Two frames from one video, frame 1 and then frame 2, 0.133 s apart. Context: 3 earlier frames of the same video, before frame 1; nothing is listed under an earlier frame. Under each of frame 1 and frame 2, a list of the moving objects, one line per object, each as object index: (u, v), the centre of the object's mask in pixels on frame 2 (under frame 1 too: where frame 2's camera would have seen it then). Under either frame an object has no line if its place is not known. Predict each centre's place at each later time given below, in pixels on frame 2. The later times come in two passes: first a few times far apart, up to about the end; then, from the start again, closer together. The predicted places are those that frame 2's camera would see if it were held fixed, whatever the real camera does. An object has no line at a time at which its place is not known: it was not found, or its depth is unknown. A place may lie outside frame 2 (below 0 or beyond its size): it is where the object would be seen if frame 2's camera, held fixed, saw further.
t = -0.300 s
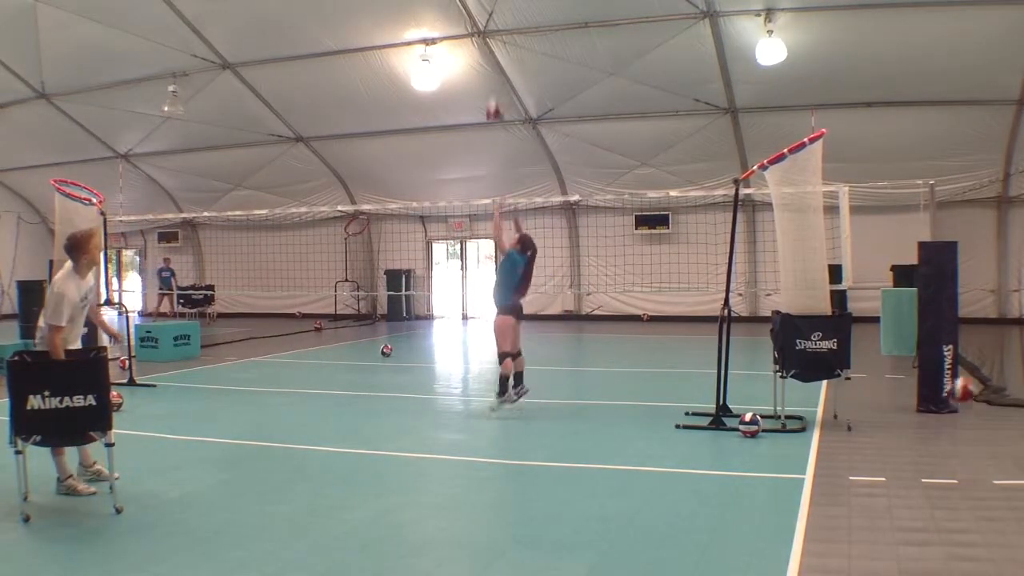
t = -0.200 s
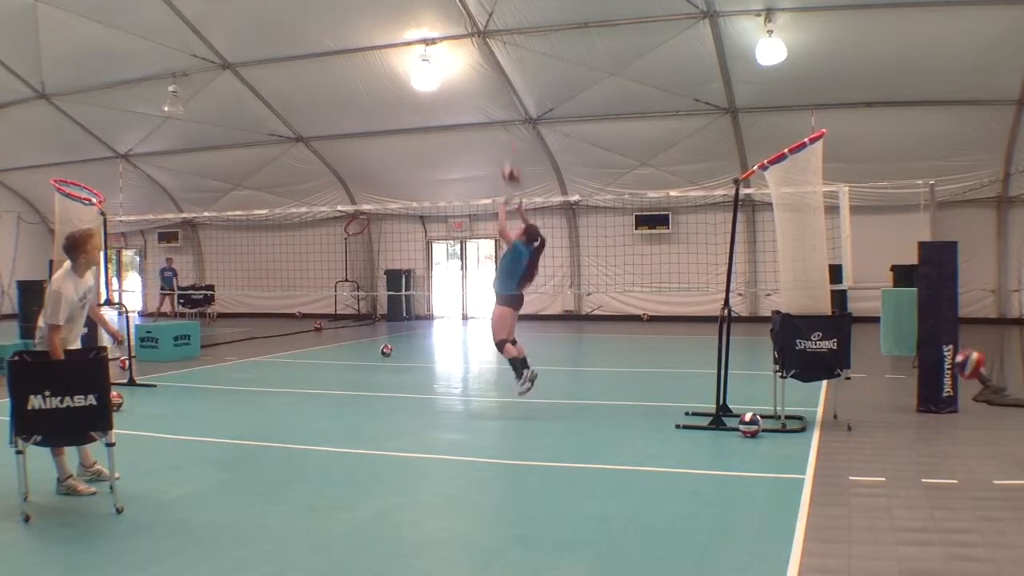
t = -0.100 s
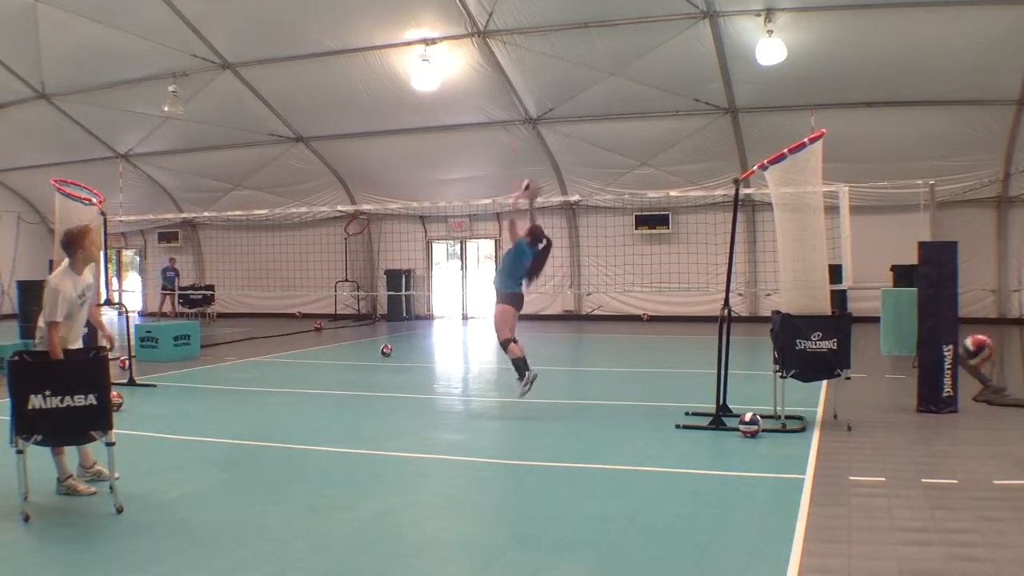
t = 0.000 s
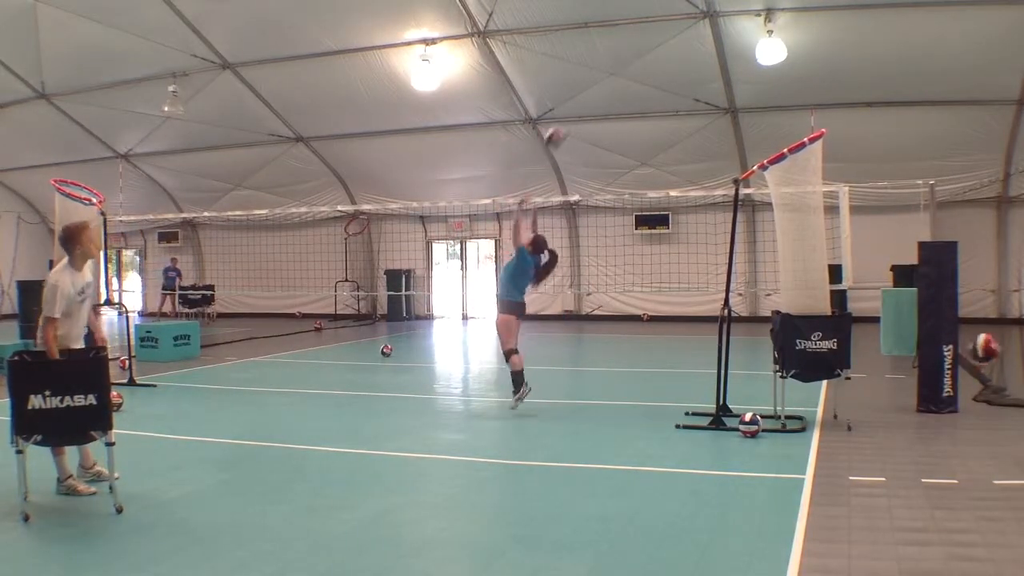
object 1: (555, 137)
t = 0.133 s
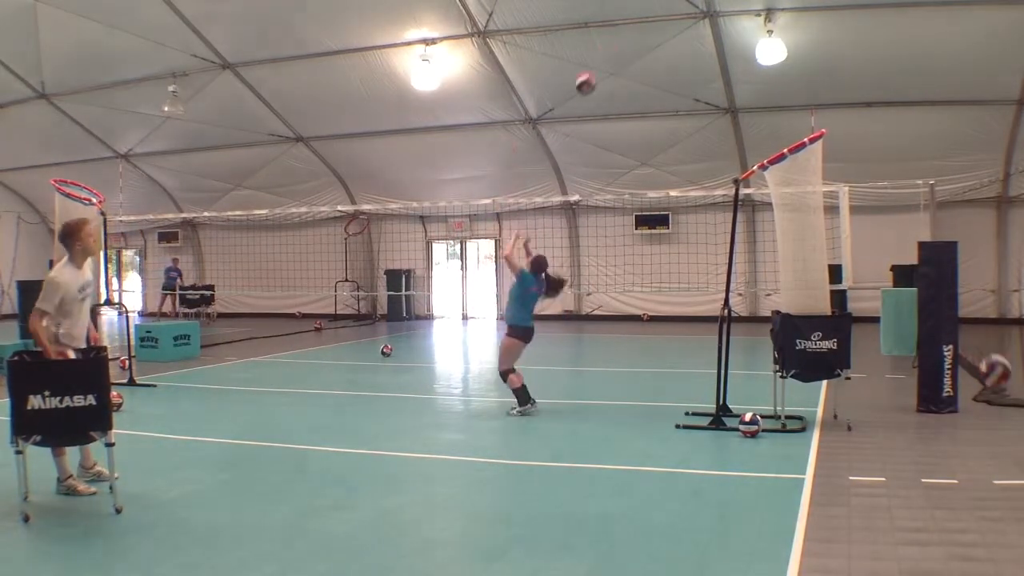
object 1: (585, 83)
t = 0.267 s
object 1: (615, 48)
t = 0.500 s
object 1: (670, 27)
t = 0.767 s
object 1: (738, 72)
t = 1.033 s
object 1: (804, 197)
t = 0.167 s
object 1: (593, 73)
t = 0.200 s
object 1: (600, 64)
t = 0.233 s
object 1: (607, 56)
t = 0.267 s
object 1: (615, 48)
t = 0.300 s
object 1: (623, 41)
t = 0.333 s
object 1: (630, 36)
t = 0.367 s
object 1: (638, 34)
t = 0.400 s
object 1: (647, 29)
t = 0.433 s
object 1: (654, 27)
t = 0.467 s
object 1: (662, 26)
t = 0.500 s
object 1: (670, 27)
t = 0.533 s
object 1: (678, 28)
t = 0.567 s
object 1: (686, 31)
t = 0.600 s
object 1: (694, 35)
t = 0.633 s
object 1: (703, 40)
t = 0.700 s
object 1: (720, 52)
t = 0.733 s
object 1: (728, 62)
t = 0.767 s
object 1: (738, 72)
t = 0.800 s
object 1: (745, 84)
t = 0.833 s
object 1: (754, 95)
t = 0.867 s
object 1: (763, 110)
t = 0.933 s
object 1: (780, 140)
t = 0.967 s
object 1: (789, 164)
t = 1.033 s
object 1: (804, 197)
